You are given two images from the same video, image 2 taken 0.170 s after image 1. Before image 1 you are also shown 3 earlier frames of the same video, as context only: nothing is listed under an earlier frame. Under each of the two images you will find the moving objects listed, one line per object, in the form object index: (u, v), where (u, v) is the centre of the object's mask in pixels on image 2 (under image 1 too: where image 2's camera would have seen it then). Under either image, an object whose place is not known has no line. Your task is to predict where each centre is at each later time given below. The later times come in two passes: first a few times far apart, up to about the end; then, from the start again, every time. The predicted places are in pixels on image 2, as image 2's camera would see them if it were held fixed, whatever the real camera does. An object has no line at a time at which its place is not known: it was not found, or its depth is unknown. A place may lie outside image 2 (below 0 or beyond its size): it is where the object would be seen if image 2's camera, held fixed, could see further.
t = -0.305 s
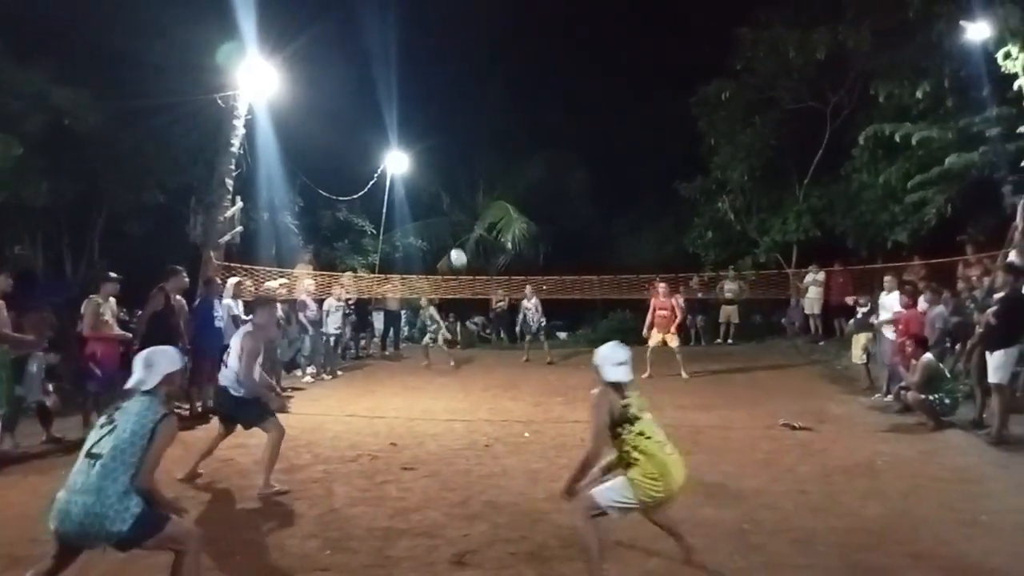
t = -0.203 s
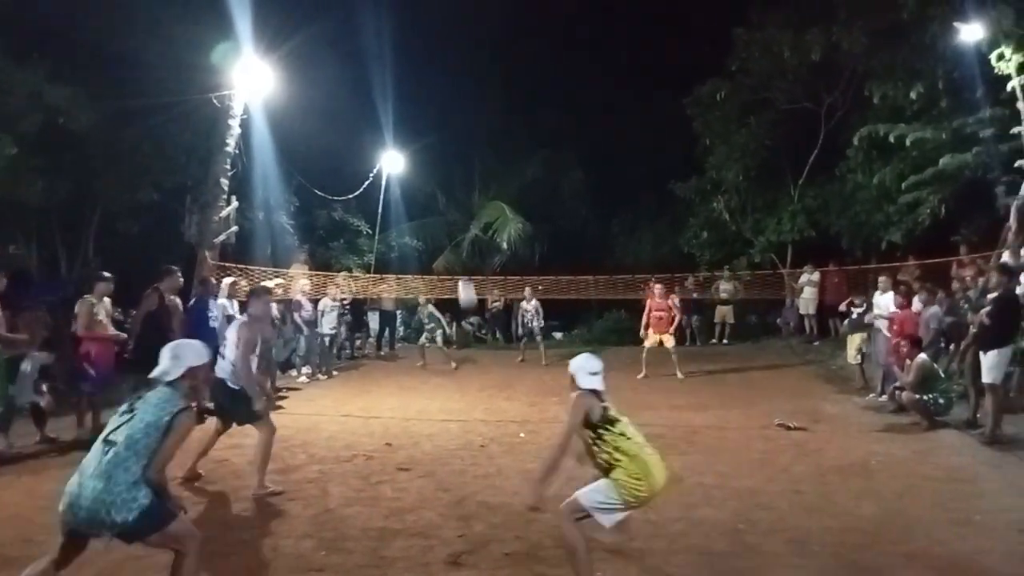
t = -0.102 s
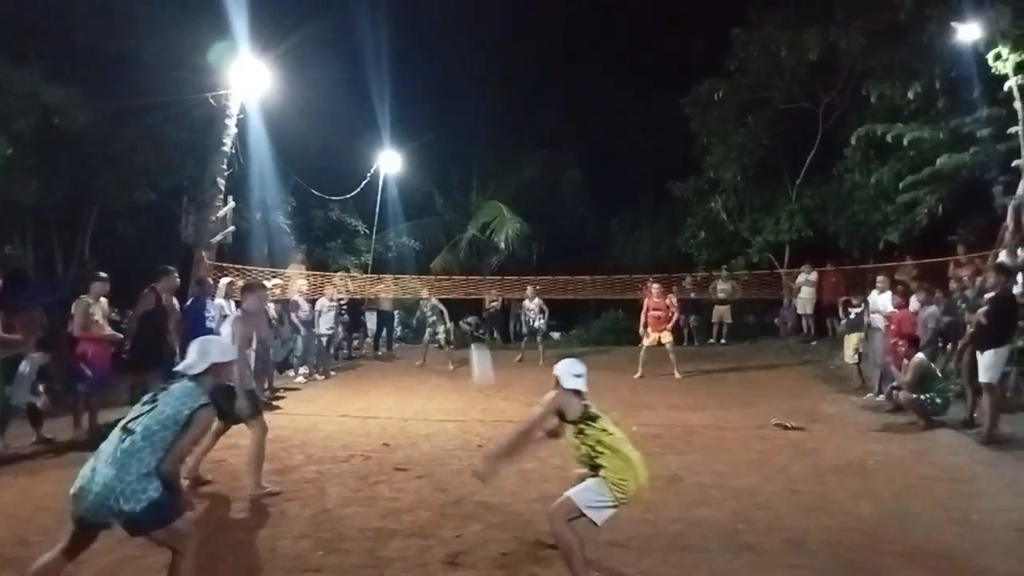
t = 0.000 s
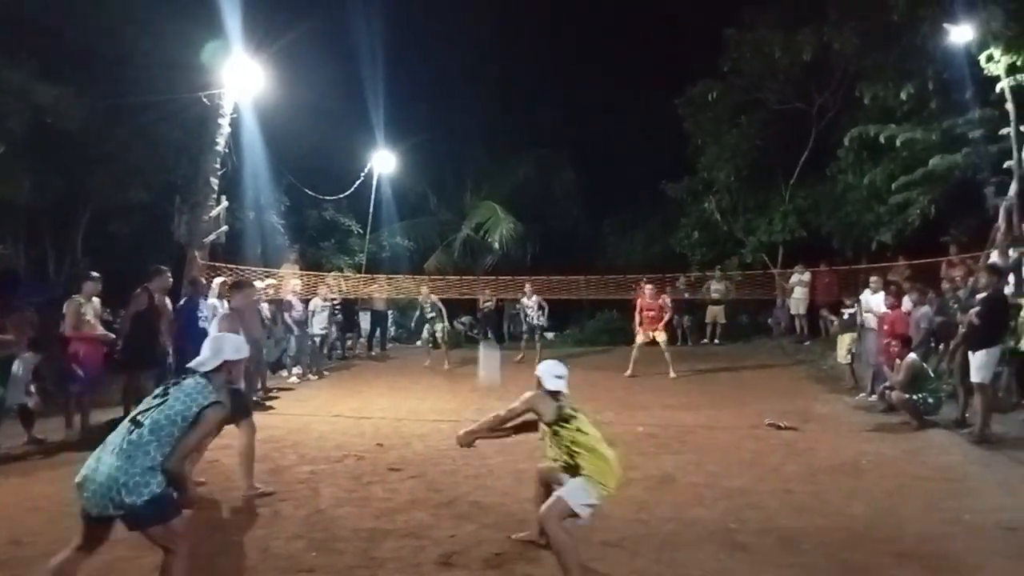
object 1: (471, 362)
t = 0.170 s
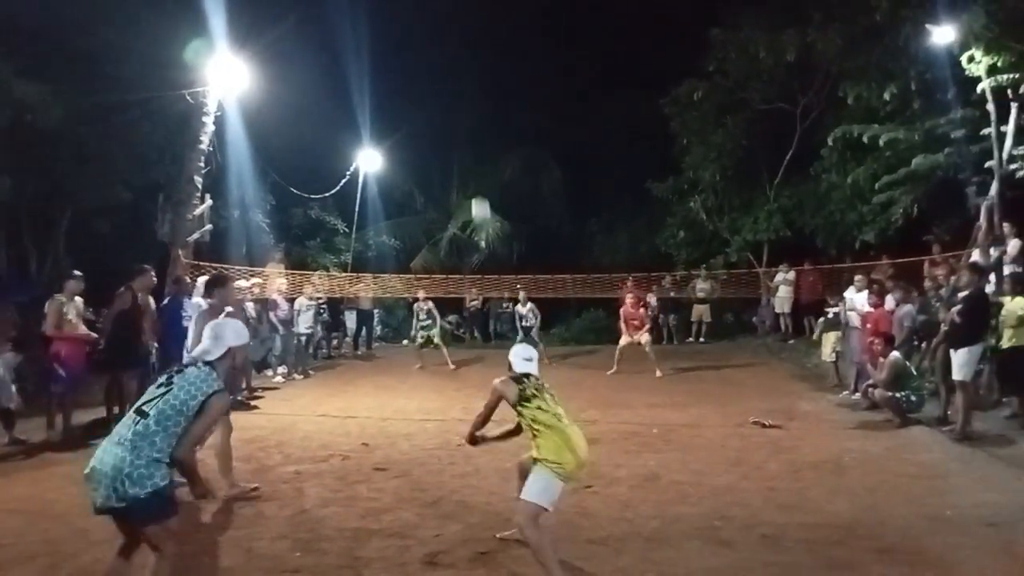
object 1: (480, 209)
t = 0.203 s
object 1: (482, 194)
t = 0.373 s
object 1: (485, 152)
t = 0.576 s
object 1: (485, 144)
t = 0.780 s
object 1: (483, 165)
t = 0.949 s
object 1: (481, 198)
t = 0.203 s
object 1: (482, 194)
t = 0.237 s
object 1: (482, 183)
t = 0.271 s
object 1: (483, 173)
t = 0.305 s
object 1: (483, 165)
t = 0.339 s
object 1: (484, 158)
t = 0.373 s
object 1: (485, 152)
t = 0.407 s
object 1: (485, 149)
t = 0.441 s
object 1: (485, 146)
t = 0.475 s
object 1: (485, 144)
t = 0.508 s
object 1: (486, 143)
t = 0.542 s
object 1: (486, 144)
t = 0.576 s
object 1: (485, 144)
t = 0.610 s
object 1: (485, 146)
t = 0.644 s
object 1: (485, 149)
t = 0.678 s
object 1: (485, 152)
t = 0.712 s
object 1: (484, 155)
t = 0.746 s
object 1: (483, 159)
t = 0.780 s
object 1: (483, 165)
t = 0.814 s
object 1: (483, 171)
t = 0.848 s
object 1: (483, 177)
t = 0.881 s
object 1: (482, 183)
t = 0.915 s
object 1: (482, 190)
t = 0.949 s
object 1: (481, 198)
